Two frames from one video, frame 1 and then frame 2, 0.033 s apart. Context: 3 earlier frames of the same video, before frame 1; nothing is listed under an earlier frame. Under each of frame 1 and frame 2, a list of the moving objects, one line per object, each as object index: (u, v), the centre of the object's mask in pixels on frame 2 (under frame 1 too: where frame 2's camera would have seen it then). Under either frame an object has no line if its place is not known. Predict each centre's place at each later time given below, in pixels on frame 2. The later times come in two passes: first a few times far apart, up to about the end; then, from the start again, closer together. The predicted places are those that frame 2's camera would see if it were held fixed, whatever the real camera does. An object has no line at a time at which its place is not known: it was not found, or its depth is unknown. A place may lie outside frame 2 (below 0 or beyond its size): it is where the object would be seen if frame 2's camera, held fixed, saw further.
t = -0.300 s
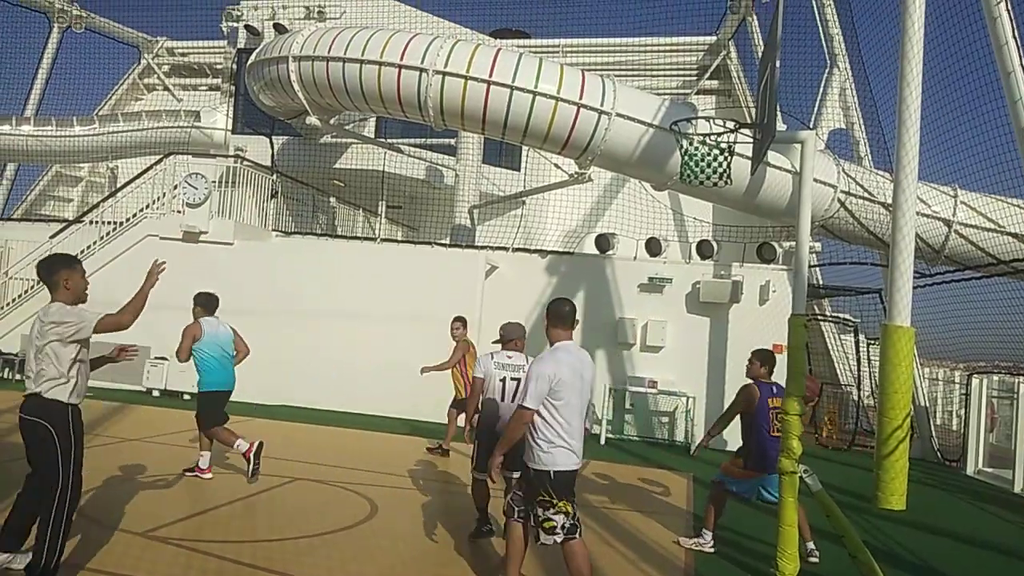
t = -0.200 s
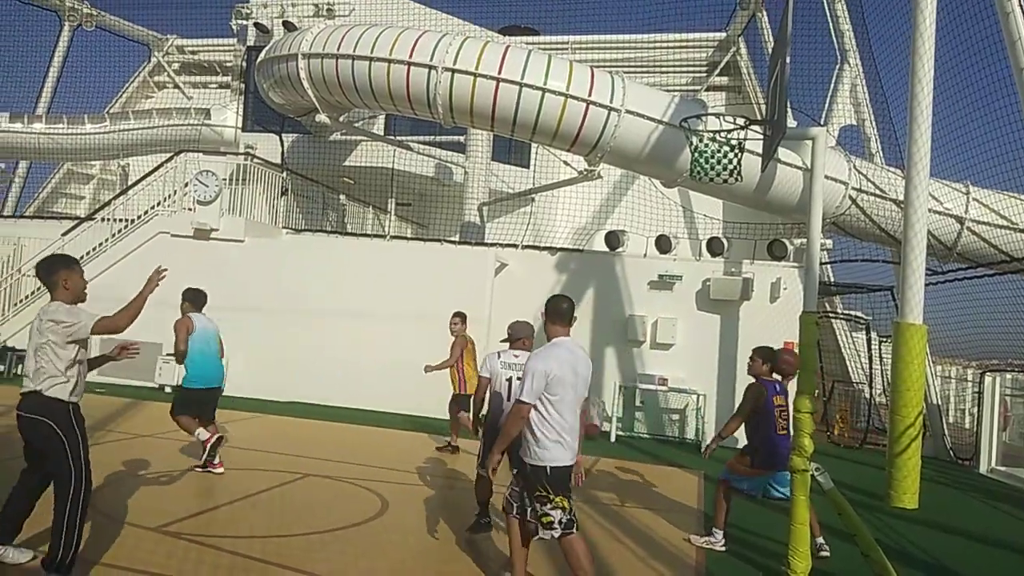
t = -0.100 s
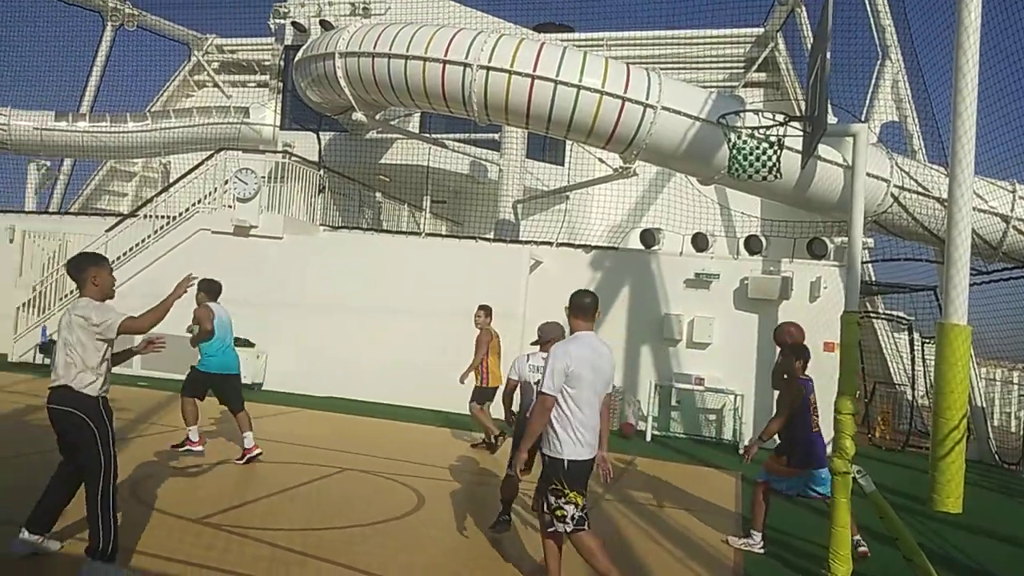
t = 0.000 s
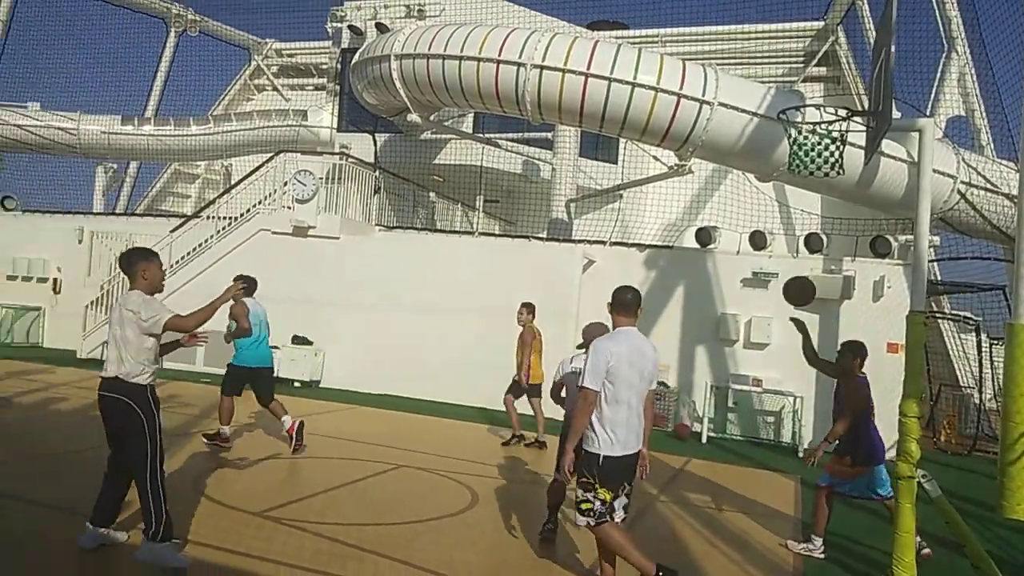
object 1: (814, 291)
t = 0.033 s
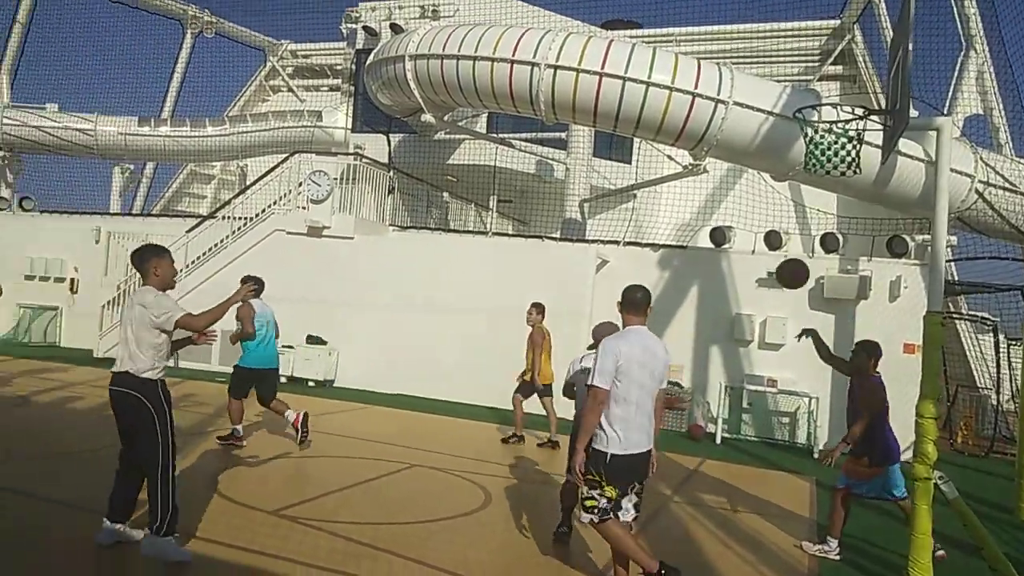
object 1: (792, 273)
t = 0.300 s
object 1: (601, 176)
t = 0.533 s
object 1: (402, 165)
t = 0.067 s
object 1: (770, 257)
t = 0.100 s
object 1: (747, 242)
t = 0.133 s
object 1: (724, 228)
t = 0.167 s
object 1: (700, 215)
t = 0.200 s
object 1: (677, 203)
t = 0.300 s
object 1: (601, 176)
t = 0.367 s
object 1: (547, 164)
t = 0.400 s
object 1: (519, 161)
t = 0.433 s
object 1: (491, 160)
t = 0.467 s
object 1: (462, 160)
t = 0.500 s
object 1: (433, 161)
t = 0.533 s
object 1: (402, 165)
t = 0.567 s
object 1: (372, 170)
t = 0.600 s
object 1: (340, 176)
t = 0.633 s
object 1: (308, 186)
